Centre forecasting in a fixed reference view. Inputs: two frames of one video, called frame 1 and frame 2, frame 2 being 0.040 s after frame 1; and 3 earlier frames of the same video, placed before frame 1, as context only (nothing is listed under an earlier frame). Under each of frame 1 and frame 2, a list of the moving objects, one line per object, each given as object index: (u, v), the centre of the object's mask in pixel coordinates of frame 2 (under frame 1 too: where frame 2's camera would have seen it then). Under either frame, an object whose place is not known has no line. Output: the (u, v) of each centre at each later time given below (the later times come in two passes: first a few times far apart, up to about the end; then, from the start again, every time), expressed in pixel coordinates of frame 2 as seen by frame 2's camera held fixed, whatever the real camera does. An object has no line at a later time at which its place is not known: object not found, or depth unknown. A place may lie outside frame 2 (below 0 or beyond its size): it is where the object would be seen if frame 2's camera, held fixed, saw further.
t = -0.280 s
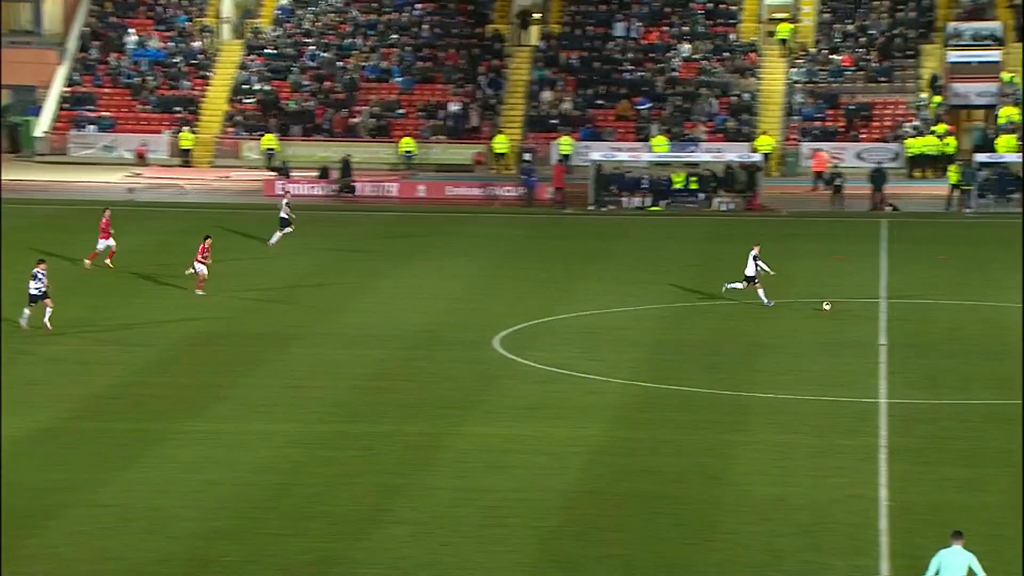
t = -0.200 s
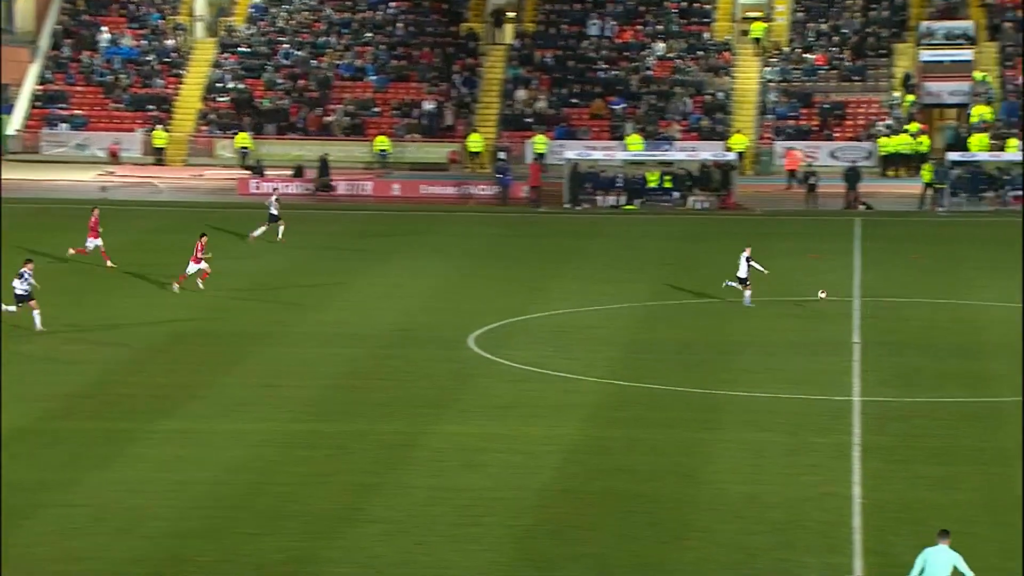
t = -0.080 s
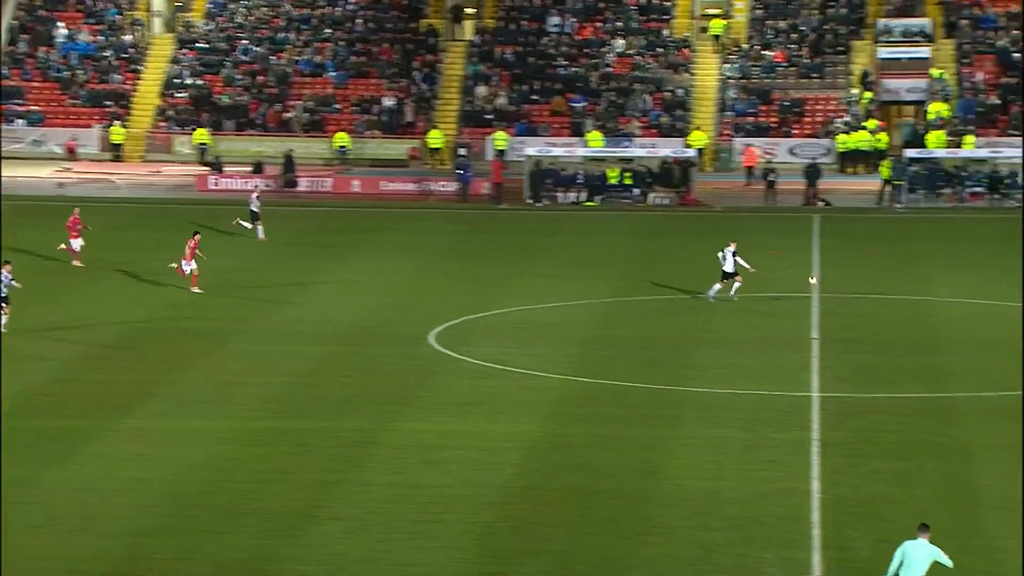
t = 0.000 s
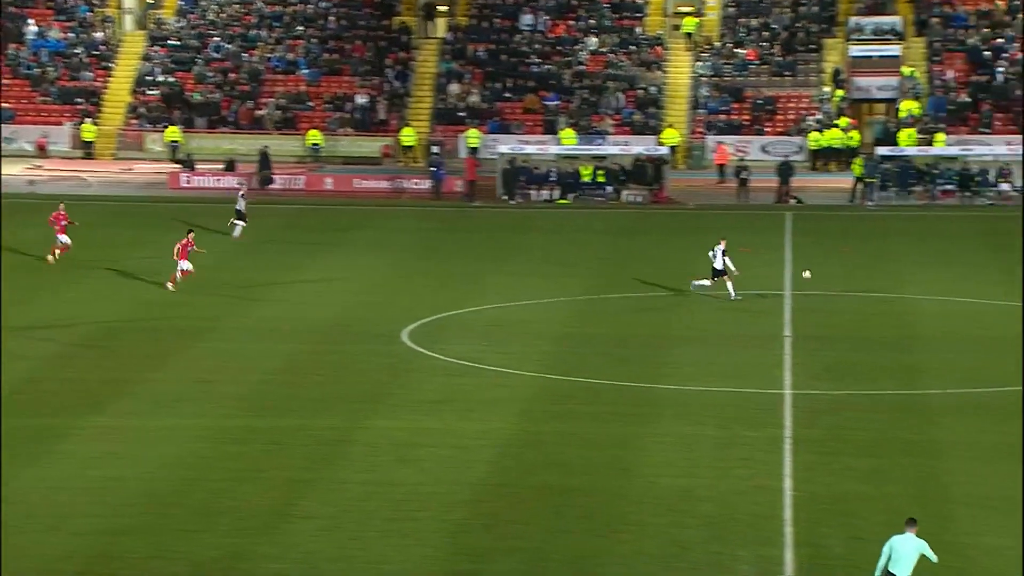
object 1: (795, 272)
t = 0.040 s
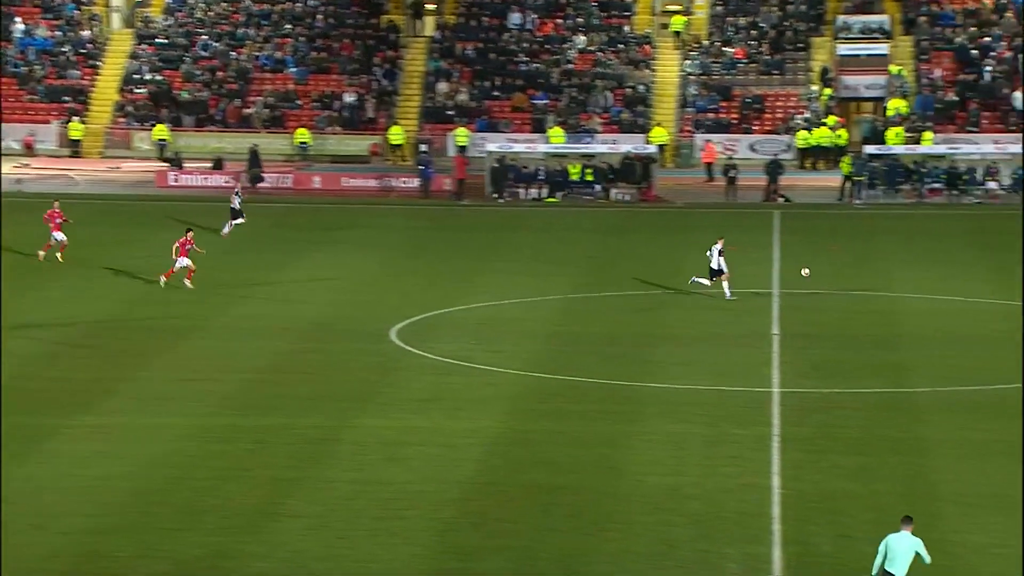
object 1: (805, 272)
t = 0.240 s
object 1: (858, 277)
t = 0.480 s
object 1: (920, 304)
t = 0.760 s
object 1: (996, 298)
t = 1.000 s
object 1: (1062, 312)
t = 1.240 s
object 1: (1129, 314)
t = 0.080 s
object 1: (816, 271)
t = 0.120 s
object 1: (826, 272)
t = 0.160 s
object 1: (837, 273)
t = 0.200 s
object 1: (848, 274)
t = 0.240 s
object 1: (858, 277)
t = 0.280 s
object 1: (868, 279)
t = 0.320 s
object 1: (879, 283)
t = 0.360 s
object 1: (889, 287)
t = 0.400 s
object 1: (899, 292)
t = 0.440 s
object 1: (910, 298)
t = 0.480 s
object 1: (920, 304)
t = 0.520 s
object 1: (931, 308)
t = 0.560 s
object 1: (942, 305)
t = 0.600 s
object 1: (953, 302)
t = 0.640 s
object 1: (964, 300)
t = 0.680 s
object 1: (974, 298)
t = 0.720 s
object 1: (985, 298)
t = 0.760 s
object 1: (996, 298)
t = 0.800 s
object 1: (1007, 299)
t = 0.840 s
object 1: (1018, 300)
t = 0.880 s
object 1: (1029, 302)
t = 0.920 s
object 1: (1040, 304)
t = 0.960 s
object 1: (1051, 308)
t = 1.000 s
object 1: (1062, 312)
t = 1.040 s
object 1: (1073, 316)
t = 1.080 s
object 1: (1084, 315)
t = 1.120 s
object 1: (1095, 313)
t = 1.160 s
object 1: (1106, 313)
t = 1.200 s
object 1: (1118, 313)
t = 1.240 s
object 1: (1129, 314)
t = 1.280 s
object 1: (1141, 315)
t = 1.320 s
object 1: (1152, 318)
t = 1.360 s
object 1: (1163, 320)
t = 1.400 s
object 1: (1175, 321)
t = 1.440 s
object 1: (1186, 320)
